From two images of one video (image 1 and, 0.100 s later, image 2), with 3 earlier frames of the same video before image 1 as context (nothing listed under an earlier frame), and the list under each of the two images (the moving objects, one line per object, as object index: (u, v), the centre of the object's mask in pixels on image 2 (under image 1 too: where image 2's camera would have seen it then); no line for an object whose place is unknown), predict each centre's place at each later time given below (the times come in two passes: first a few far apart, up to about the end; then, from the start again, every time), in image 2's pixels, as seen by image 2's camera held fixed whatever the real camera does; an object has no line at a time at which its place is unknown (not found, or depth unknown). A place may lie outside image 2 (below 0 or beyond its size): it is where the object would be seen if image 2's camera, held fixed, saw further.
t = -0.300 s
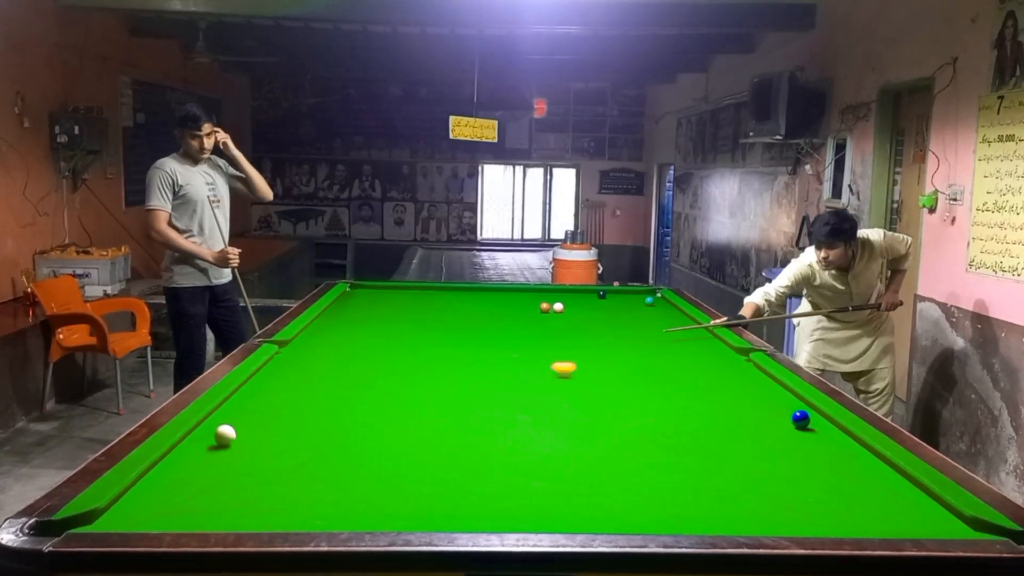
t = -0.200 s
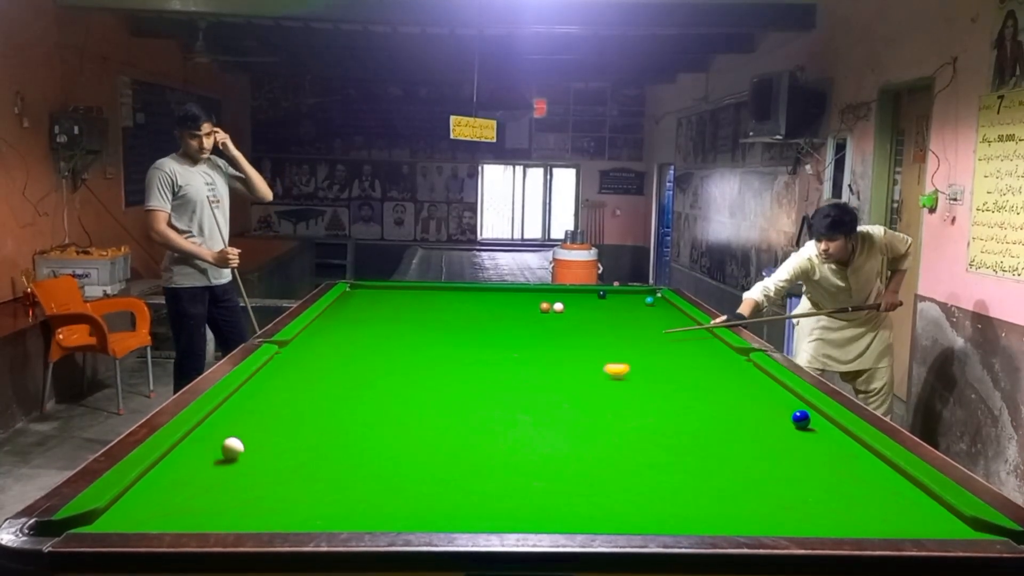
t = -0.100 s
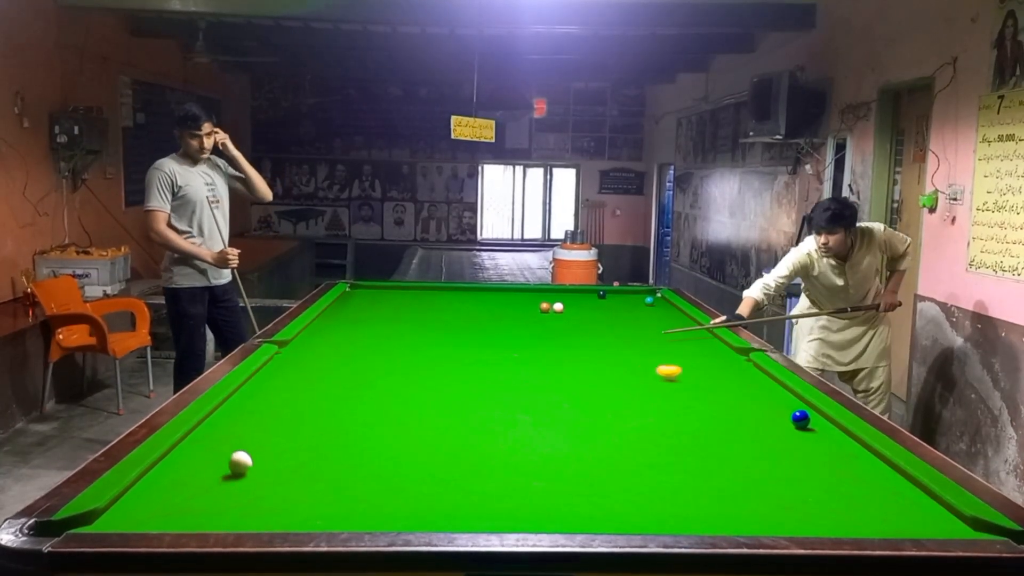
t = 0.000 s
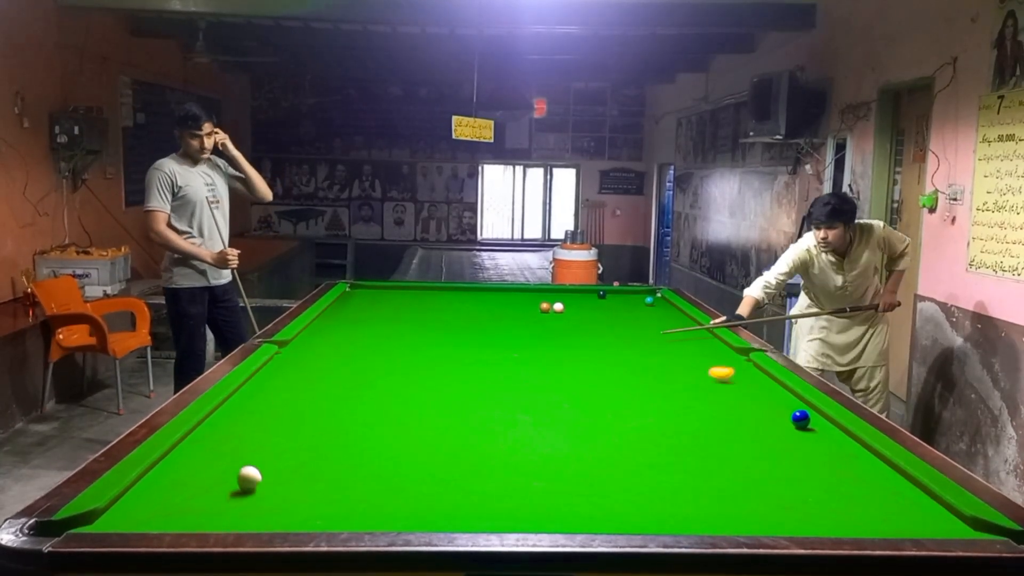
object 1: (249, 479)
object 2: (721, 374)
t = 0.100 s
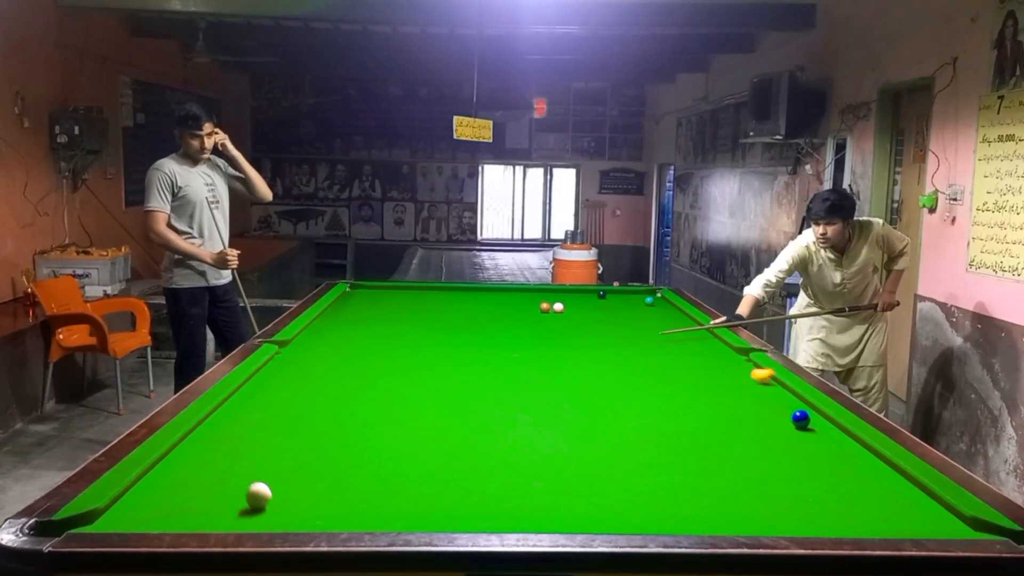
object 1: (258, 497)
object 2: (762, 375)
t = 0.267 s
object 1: (283, 513)
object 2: (699, 374)
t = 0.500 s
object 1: (343, 490)
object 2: (617, 374)
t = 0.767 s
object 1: (398, 465)
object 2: (527, 372)
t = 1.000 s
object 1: (439, 446)
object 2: (449, 372)
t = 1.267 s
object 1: (477, 429)
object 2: (360, 371)
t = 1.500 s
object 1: (506, 416)
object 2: (283, 371)
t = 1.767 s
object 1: (535, 403)
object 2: (310, 371)
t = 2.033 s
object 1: (560, 392)
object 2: (367, 372)
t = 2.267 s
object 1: (579, 384)
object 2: (414, 372)
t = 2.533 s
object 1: (598, 376)
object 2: (466, 373)
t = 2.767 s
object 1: (613, 370)
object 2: (508, 374)
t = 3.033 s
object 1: (628, 364)
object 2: (554, 375)
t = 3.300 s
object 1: (642, 358)
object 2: (597, 375)
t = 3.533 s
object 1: (652, 354)
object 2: (633, 375)
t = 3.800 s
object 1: (663, 350)
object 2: (672, 376)
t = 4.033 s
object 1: (671, 347)
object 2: (704, 377)
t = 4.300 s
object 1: (678, 343)
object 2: (738, 377)
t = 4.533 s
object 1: (684, 341)
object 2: (765, 377)
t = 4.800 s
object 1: (690, 339)
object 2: (751, 377)
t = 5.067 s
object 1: (694, 337)
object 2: (733, 377)
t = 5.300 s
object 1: (698, 335)
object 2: (720, 377)
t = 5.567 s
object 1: (701, 334)
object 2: (707, 376)
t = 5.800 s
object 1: (703, 333)
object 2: (698, 376)
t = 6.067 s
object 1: (704, 332)
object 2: (689, 377)
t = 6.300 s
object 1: (705, 331)
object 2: (684, 377)
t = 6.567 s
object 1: (706, 331)
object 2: (681, 377)
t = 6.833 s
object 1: (706, 331)
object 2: (680, 377)
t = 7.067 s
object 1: (706, 331)
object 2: (680, 377)
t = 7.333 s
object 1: (706, 331)
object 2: (680, 377)
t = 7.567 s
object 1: (706, 331)
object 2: (680, 377)
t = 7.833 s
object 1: (706, 331)
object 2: (680, 377)
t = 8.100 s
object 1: (706, 330)
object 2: (680, 377)
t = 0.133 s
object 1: (262, 503)
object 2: (748, 375)
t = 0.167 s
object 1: (265, 507)
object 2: (735, 375)
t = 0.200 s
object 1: (269, 511)
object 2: (722, 375)
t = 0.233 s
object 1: (273, 514)
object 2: (710, 375)
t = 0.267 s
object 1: (283, 513)
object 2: (699, 374)
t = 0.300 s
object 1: (292, 510)
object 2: (687, 375)
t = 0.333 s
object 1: (301, 508)
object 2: (675, 374)
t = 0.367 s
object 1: (310, 506)
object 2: (664, 374)
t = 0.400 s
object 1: (318, 502)
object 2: (652, 374)
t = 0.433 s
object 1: (327, 498)
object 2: (641, 374)
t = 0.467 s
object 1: (335, 494)
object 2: (629, 374)
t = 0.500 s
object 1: (343, 490)
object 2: (617, 374)
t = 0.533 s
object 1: (350, 487)
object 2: (606, 374)
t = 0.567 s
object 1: (358, 483)
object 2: (595, 374)
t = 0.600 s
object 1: (365, 480)
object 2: (583, 373)
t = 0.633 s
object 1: (372, 477)
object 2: (572, 373)
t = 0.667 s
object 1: (379, 474)
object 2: (561, 373)
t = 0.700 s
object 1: (385, 471)
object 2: (549, 373)
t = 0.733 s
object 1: (392, 468)
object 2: (538, 373)
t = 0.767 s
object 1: (398, 465)
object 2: (527, 372)
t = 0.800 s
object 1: (404, 463)
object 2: (515, 373)
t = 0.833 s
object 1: (410, 460)
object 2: (504, 372)
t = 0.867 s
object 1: (417, 456)
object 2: (493, 373)
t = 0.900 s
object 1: (422, 454)
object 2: (482, 372)
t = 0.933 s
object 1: (428, 451)
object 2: (471, 372)
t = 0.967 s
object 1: (433, 448)
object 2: (460, 372)
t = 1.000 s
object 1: (439, 446)
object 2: (449, 372)
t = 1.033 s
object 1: (444, 444)
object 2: (437, 372)
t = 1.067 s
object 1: (449, 441)
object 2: (426, 372)
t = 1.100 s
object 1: (454, 439)
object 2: (415, 372)
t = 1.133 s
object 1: (459, 437)
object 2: (404, 371)
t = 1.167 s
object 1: (463, 435)
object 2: (393, 371)
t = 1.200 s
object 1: (468, 433)
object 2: (382, 371)
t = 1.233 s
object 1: (473, 431)
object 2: (371, 371)
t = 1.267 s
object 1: (477, 429)
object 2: (360, 371)
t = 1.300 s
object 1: (481, 427)
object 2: (349, 371)
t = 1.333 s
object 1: (486, 425)
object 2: (338, 371)
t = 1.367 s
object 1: (490, 423)
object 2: (327, 371)
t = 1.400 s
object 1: (494, 421)
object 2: (316, 371)
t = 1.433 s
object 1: (498, 419)
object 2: (305, 371)
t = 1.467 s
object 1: (502, 417)
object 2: (294, 371)
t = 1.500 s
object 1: (506, 416)
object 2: (283, 371)
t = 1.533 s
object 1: (510, 414)
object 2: (273, 371)
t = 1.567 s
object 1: (514, 412)
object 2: (264, 371)
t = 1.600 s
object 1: (517, 411)
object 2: (272, 371)
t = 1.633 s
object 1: (521, 409)
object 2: (279, 371)
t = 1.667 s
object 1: (525, 407)
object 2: (287, 371)
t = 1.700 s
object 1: (528, 406)
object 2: (295, 371)
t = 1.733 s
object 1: (531, 404)
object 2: (302, 371)
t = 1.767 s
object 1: (535, 403)
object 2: (310, 371)
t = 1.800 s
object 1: (538, 402)
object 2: (317, 371)
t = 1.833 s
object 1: (541, 400)
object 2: (324, 371)
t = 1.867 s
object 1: (545, 399)
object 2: (331, 371)
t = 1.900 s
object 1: (548, 398)
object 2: (338, 371)
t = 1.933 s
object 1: (551, 396)
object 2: (345, 372)
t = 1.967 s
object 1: (554, 395)
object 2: (353, 372)
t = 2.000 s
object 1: (557, 394)
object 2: (360, 372)
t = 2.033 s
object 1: (560, 392)
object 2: (367, 372)
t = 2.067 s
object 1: (563, 391)
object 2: (374, 372)
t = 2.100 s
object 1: (565, 390)
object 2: (381, 371)
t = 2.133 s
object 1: (568, 388)
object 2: (387, 372)
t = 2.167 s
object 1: (571, 387)
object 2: (394, 372)
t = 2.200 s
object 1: (574, 386)
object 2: (401, 372)
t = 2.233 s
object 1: (576, 385)
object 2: (407, 372)
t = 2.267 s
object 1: (579, 384)
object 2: (414, 372)
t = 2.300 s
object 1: (581, 383)
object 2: (421, 372)
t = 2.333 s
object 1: (584, 382)
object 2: (427, 373)
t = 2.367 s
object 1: (586, 381)
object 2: (433, 373)
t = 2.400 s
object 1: (589, 380)
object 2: (440, 373)
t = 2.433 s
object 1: (591, 379)
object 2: (446, 373)
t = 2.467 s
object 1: (594, 378)
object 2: (453, 373)
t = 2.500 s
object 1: (596, 377)
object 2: (459, 373)
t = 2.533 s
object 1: (598, 376)
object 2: (466, 373)
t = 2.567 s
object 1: (600, 375)
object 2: (472, 373)
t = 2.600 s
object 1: (602, 374)
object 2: (478, 374)
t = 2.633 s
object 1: (605, 373)
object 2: (484, 374)
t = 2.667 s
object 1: (607, 373)
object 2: (490, 374)
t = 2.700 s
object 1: (609, 372)
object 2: (496, 374)
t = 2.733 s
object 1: (611, 371)
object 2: (502, 374)
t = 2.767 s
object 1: (613, 370)
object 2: (508, 374)
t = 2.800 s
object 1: (615, 369)
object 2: (514, 374)
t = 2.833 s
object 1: (617, 368)
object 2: (520, 374)
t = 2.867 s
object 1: (619, 368)
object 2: (525, 374)
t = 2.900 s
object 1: (621, 367)
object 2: (531, 374)
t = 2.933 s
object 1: (623, 366)
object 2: (537, 374)
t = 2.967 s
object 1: (625, 365)
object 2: (543, 374)
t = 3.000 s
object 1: (627, 365)
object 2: (548, 374)
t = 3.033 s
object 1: (628, 364)
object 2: (554, 375)
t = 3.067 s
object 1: (630, 363)
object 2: (560, 375)
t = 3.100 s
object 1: (632, 362)
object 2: (565, 375)
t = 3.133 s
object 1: (634, 362)
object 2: (571, 375)
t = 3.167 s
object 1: (635, 361)
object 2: (576, 375)
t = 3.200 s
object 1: (637, 360)
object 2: (581, 375)
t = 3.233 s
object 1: (639, 360)
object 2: (587, 375)
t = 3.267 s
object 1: (641, 359)
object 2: (592, 375)
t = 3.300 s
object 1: (642, 358)
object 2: (597, 375)
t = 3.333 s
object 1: (644, 358)
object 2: (603, 375)
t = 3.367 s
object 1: (645, 357)
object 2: (608, 375)
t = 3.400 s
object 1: (647, 357)
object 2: (613, 375)
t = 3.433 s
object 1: (648, 356)
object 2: (618, 375)
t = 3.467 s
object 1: (650, 355)
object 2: (623, 375)
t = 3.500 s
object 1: (651, 355)
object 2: (629, 375)
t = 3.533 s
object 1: (652, 354)
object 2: (633, 375)
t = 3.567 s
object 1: (654, 353)
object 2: (638, 375)
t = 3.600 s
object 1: (655, 352)
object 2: (643, 375)
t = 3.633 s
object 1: (656, 352)
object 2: (648, 375)
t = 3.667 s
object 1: (657, 351)
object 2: (653, 375)
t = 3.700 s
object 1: (659, 351)
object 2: (658, 375)
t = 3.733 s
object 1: (660, 350)
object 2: (663, 376)
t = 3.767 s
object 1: (662, 350)
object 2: (667, 376)
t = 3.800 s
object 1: (663, 350)
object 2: (672, 376)
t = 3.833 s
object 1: (664, 350)
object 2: (677, 376)
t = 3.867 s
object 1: (665, 349)
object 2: (682, 376)
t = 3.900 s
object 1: (667, 348)
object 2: (686, 376)
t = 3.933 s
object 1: (668, 348)
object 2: (691, 377)
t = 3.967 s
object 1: (669, 348)
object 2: (695, 377)
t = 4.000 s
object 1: (670, 347)
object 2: (700, 377)
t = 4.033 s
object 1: (671, 347)
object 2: (704, 377)
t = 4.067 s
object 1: (672, 346)
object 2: (709, 377)
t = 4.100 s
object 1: (673, 346)
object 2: (713, 377)
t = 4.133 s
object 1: (674, 346)
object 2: (717, 377)
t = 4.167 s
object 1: (675, 345)
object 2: (721, 377)
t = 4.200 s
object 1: (676, 345)
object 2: (726, 377)
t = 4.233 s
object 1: (677, 344)
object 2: (730, 377)
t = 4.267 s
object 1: (678, 344)
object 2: (734, 377)
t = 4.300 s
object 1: (678, 343)
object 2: (738, 377)
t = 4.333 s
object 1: (679, 343)
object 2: (742, 377)
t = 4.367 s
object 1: (680, 342)
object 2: (746, 377)
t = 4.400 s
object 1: (681, 342)
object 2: (750, 377)
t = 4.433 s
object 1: (682, 342)
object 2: (754, 377)
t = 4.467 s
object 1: (683, 341)
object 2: (757, 378)
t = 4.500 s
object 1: (683, 341)
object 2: (761, 378)
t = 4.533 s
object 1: (684, 341)
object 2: (765, 377)
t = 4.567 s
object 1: (685, 341)
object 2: (768, 378)
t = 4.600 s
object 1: (686, 340)
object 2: (766, 377)
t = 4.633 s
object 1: (686, 340)
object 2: (763, 377)
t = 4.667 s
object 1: (687, 340)
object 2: (760, 377)
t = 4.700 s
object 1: (688, 339)
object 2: (758, 377)
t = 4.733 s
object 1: (688, 339)
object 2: (755, 377)
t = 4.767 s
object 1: (689, 339)
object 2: (753, 377)
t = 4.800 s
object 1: (690, 339)
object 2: (751, 377)
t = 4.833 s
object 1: (690, 338)
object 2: (748, 377)
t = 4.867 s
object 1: (691, 338)
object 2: (746, 377)
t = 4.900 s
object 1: (692, 338)
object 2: (744, 377)
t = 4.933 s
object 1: (692, 338)
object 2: (742, 377)
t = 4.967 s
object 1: (693, 337)
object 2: (740, 377)
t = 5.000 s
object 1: (693, 337)
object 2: (737, 377)
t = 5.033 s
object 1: (694, 337)
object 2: (735, 377)
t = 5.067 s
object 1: (694, 337)
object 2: (733, 377)
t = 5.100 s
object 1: (695, 337)
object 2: (731, 377)
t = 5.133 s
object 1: (695, 336)
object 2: (729, 377)
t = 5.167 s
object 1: (696, 336)
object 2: (727, 377)
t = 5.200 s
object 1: (696, 336)
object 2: (725, 377)
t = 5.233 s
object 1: (697, 336)
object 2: (724, 377)
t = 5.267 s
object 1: (697, 335)
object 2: (722, 377)
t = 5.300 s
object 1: (698, 335)
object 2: (720, 377)
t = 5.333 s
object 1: (698, 335)
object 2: (718, 377)
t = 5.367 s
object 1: (699, 335)
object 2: (717, 377)
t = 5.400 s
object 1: (699, 335)
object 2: (715, 377)
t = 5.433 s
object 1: (700, 335)
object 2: (713, 377)
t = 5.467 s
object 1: (700, 334)
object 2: (712, 377)
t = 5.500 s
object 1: (700, 334)
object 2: (710, 377)
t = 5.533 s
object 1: (701, 334)
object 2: (709, 377)
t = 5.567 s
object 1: (701, 334)
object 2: (707, 376)
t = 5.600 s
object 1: (701, 334)
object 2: (706, 377)
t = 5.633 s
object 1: (702, 334)
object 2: (704, 376)
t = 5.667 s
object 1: (702, 333)
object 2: (703, 376)
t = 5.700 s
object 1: (702, 333)
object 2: (702, 376)
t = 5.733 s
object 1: (703, 333)
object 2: (700, 376)
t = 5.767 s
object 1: (703, 333)
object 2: (699, 377)
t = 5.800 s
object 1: (703, 333)
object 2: (698, 376)
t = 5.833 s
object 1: (703, 333)
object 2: (697, 377)
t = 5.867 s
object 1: (703, 333)
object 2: (696, 376)
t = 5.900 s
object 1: (703, 332)
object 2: (695, 377)
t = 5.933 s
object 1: (704, 332)
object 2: (693, 377)
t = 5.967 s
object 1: (704, 332)
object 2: (692, 377)
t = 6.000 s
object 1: (704, 332)
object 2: (691, 377)
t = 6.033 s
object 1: (704, 332)
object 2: (690, 377)
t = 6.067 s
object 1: (704, 332)
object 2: (689, 377)
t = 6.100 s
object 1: (705, 332)
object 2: (689, 377)
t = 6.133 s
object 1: (705, 332)
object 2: (688, 377)
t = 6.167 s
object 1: (705, 332)
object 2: (687, 377)
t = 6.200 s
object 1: (705, 331)
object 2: (686, 377)
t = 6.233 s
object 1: (705, 331)
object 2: (686, 377)
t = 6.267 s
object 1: (705, 331)
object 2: (685, 377)
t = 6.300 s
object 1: (705, 331)
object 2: (684, 377)
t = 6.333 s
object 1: (705, 331)
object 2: (684, 377)
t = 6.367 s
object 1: (706, 331)
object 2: (683, 377)
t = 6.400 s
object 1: (706, 331)
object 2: (683, 377)
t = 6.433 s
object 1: (706, 331)
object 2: (683, 377)
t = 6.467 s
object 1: (706, 331)
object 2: (682, 377)
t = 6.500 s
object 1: (706, 331)
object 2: (682, 377)
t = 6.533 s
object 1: (706, 331)
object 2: (681, 377)
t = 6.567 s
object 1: (706, 331)
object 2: (681, 377)
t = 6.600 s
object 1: (706, 331)
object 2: (681, 377)
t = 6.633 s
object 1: (706, 331)
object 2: (680, 377)
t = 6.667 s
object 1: (706, 331)
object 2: (680, 377)
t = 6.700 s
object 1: (706, 331)
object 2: (680, 377)
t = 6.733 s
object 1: (706, 331)
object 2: (680, 377)
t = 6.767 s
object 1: (706, 331)
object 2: (680, 377)
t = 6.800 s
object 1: (706, 331)
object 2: (680, 377)
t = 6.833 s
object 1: (706, 331)
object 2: (680, 377)
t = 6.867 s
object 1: (706, 331)
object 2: (680, 377)
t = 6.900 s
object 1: (706, 331)
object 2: (680, 377)
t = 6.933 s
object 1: (706, 331)
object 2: (680, 377)
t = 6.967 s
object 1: (706, 331)
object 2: (679, 377)
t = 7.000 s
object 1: (706, 331)
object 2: (679, 377)
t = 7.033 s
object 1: (706, 331)
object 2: (680, 377)
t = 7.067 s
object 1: (706, 331)
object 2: (680, 377)
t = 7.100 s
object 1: (706, 331)
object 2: (679, 377)
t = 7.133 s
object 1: (706, 331)
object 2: (680, 377)
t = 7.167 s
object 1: (706, 331)
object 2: (679, 377)
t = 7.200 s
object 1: (706, 331)
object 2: (680, 377)
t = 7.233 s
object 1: (706, 331)
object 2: (680, 377)
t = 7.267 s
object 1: (706, 331)
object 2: (680, 377)
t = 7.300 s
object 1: (706, 331)
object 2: (680, 377)
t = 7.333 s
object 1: (706, 331)
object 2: (680, 377)
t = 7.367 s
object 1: (706, 331)
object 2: (680, 377)
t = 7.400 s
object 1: (706, 331)
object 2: (680, 377)
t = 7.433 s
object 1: (706, 331)
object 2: (680, 377)
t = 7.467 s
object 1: (706, 331)
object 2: (680, 377)
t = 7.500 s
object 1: (706, 331)
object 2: (680, 377)
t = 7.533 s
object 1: (706, 331)
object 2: (680, 377)
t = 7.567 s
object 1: (706, 331)
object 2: (680, 377)
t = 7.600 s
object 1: (706, 331)
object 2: (680, 377)
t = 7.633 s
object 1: (706, 331)
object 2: (680, 377)
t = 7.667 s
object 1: (706, 331)
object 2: (680, 377)
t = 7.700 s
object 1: (706, 331)
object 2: (680, 377)
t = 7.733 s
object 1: (706, 331)
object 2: (680, 377)
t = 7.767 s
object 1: (706, 331)
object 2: (680, 377)
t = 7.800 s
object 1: (706, 331)
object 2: (680, 377)
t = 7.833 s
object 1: (706, 331)
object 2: (680, 377)
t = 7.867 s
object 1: (706, 331)
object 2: (680, 377)
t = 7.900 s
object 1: (706, 331)
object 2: (680, 377)
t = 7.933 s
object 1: (706, 331)
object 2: (680, 377)
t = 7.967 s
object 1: (706, 331)
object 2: (680, 377)
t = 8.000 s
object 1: (706, 331)
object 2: (680, 377)
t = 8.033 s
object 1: (706, 331)
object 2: (680, 377)
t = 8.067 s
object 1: (706, 331)
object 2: (680, 377)
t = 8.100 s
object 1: (706, 330)
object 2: (680, 377)
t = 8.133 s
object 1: (706, 331)
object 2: (680, 377)
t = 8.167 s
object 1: (706, 331)
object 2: (680, 377)
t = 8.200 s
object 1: (706, 331)
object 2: (680, 377)
